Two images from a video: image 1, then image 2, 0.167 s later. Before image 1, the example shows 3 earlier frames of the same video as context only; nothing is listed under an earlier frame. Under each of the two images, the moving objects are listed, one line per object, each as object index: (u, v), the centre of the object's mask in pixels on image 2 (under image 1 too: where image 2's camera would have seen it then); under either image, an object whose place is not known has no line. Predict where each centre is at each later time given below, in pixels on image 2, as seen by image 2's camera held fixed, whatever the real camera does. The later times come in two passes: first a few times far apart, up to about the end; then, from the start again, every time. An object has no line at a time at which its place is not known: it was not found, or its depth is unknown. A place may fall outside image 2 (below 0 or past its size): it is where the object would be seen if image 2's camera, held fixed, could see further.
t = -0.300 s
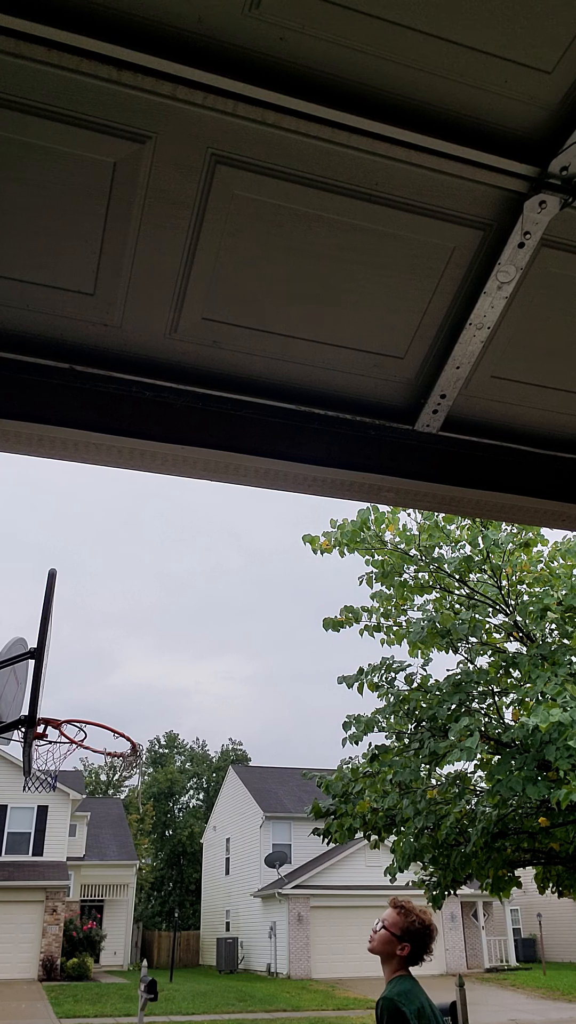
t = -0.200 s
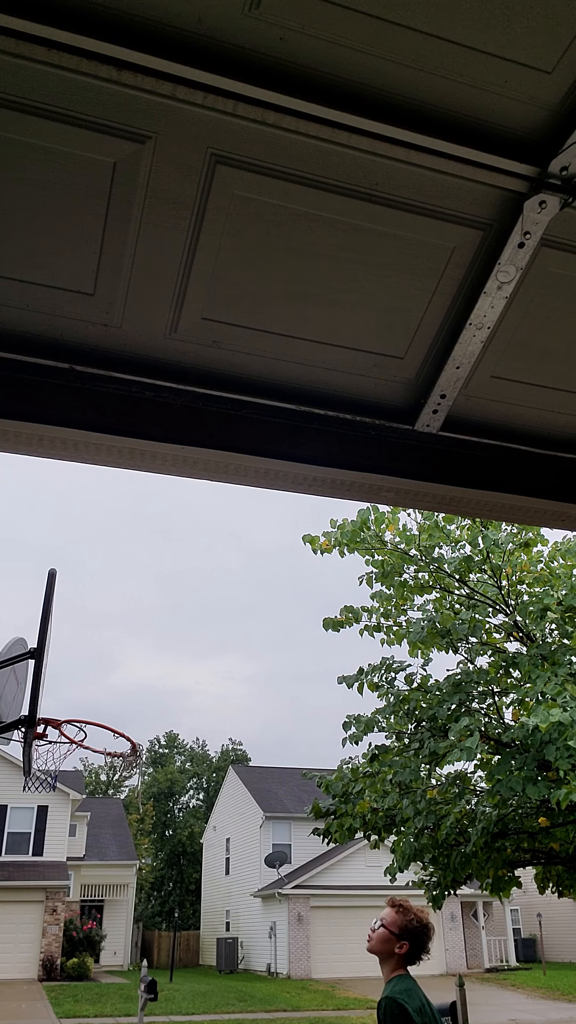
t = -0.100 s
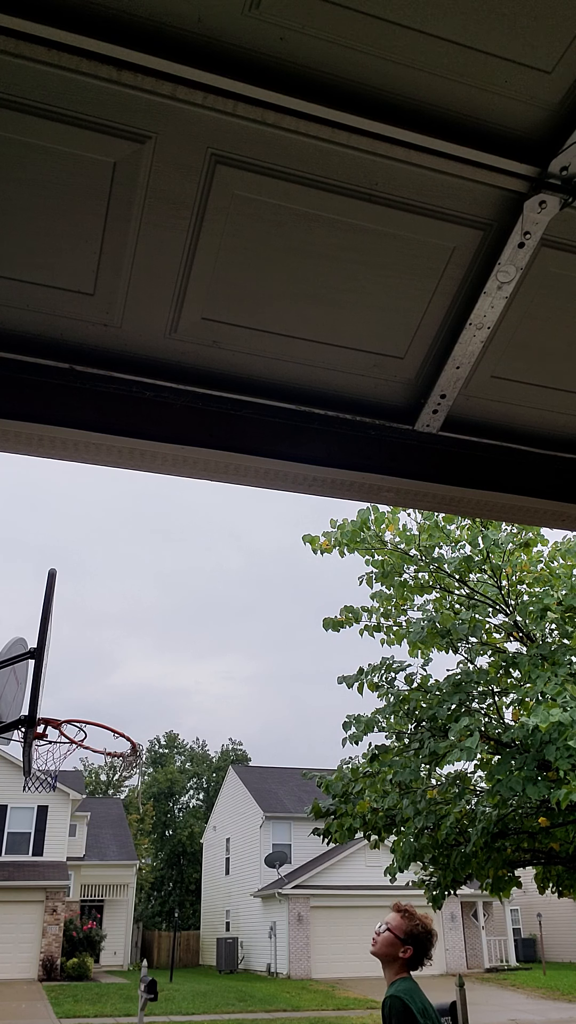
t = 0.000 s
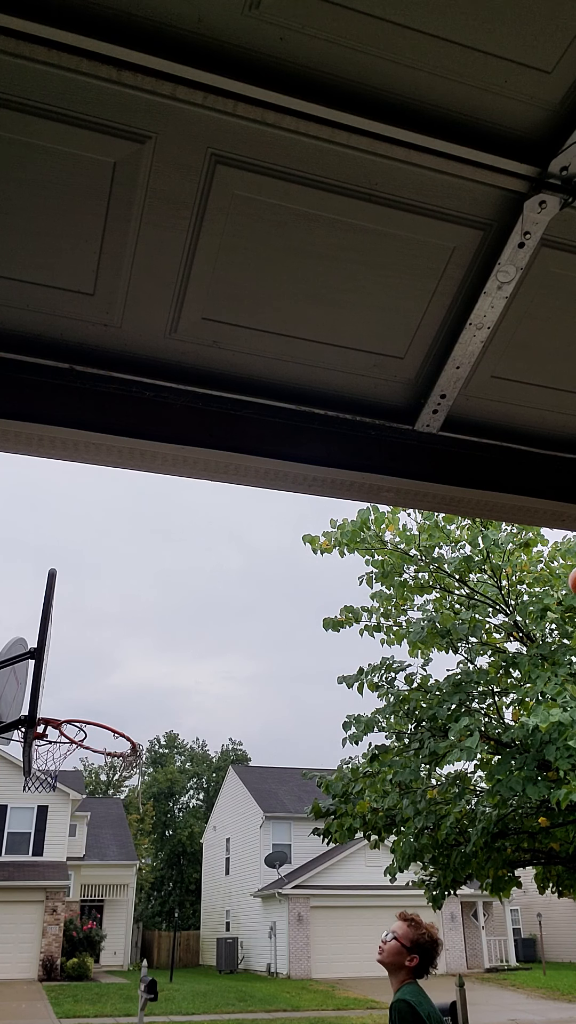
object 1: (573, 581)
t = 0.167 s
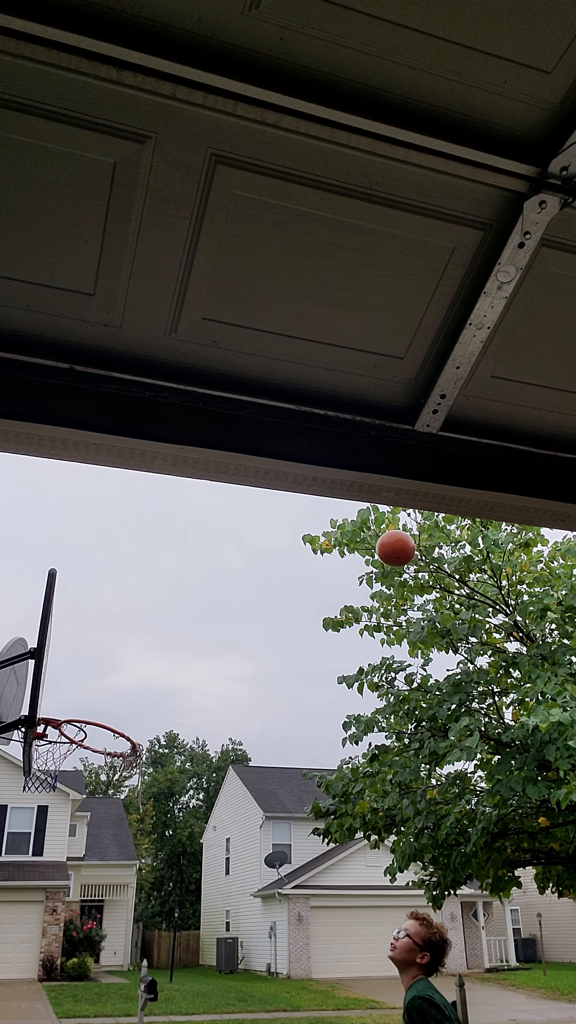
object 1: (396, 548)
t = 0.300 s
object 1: (235, 565)
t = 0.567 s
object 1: (154, 688)
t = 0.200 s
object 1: (357, 549)
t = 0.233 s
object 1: (318, 551)
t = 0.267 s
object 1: (277, 557)
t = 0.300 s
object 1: (235, 565)
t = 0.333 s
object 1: (191, 576)
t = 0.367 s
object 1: (145, 590)
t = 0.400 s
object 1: (96, 607)
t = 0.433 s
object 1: (70, 623)
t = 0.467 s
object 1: (91, 636)
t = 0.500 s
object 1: (112, 651)
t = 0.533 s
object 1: (133, 668)
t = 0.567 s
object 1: (154, 688)
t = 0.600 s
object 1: (175, 711)
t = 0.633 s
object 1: (195, 737)
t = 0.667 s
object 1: (216, 766)
